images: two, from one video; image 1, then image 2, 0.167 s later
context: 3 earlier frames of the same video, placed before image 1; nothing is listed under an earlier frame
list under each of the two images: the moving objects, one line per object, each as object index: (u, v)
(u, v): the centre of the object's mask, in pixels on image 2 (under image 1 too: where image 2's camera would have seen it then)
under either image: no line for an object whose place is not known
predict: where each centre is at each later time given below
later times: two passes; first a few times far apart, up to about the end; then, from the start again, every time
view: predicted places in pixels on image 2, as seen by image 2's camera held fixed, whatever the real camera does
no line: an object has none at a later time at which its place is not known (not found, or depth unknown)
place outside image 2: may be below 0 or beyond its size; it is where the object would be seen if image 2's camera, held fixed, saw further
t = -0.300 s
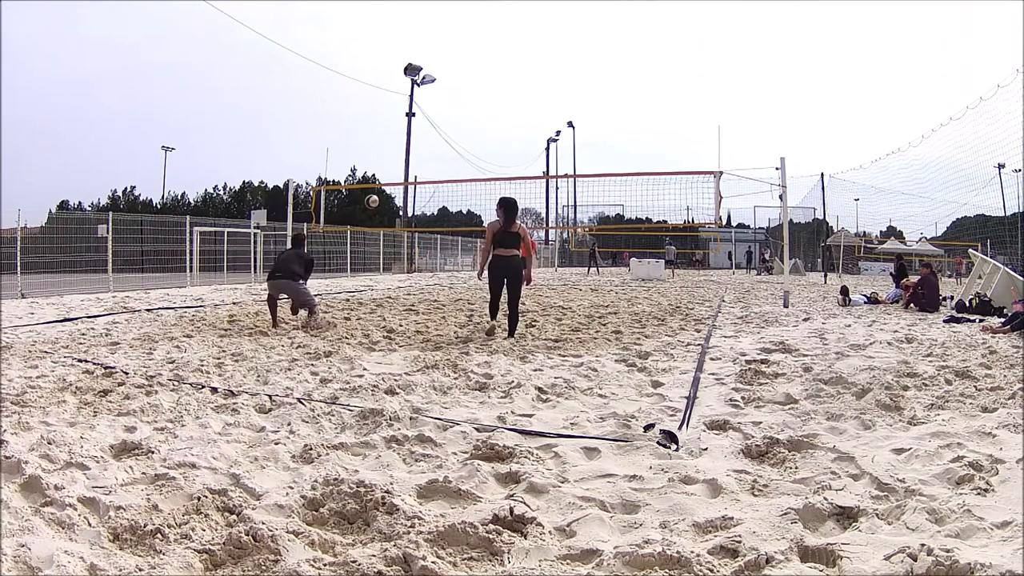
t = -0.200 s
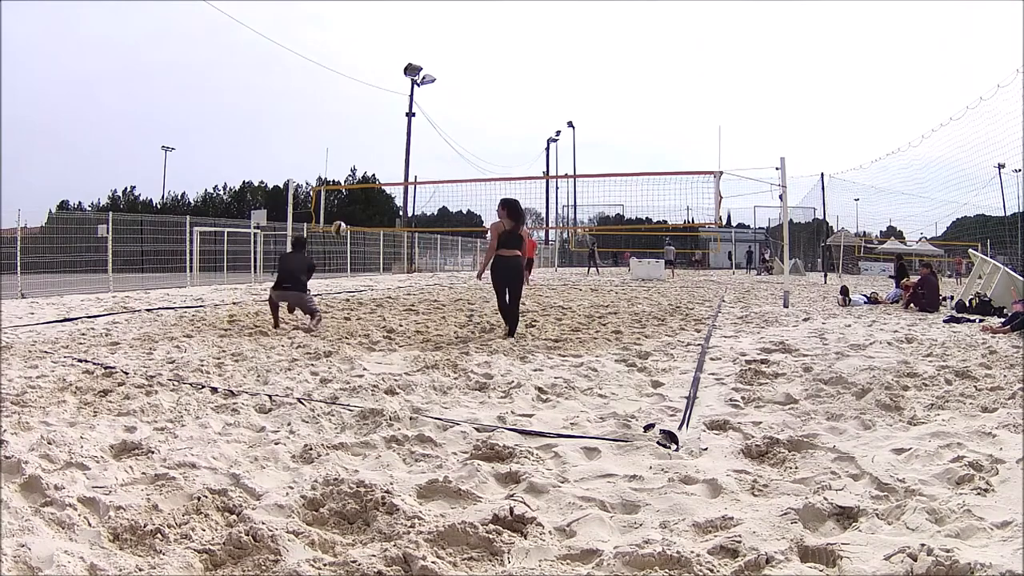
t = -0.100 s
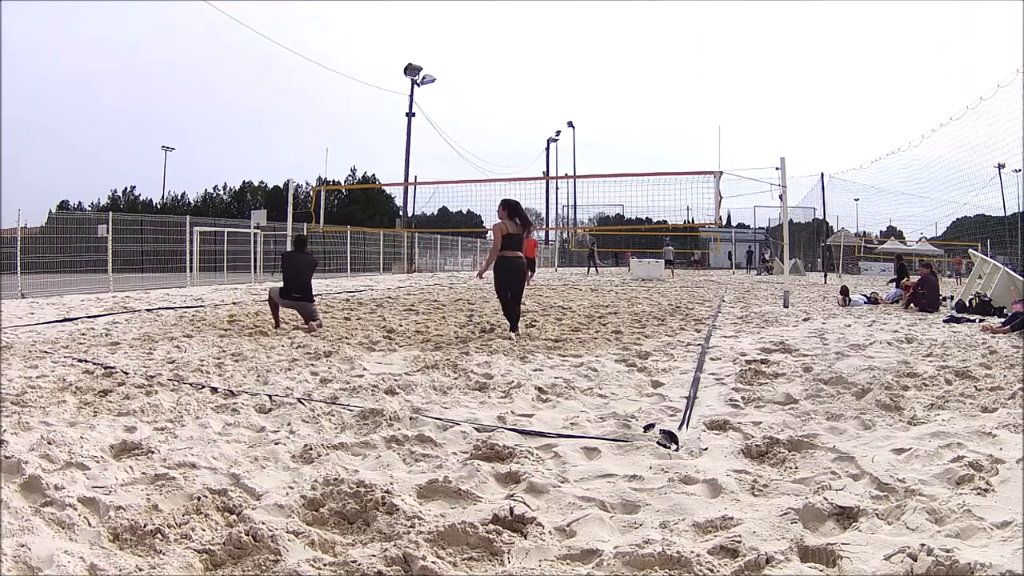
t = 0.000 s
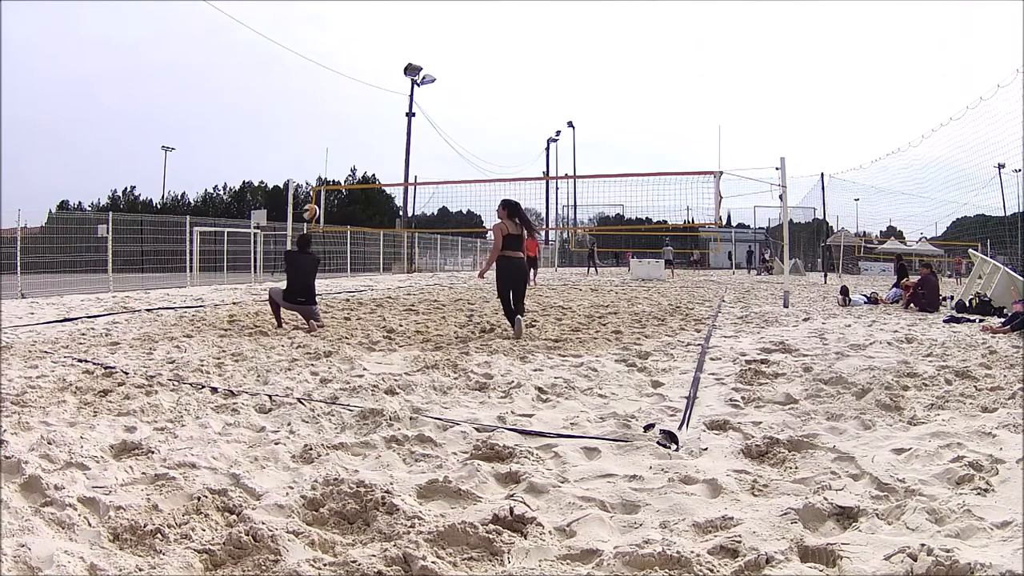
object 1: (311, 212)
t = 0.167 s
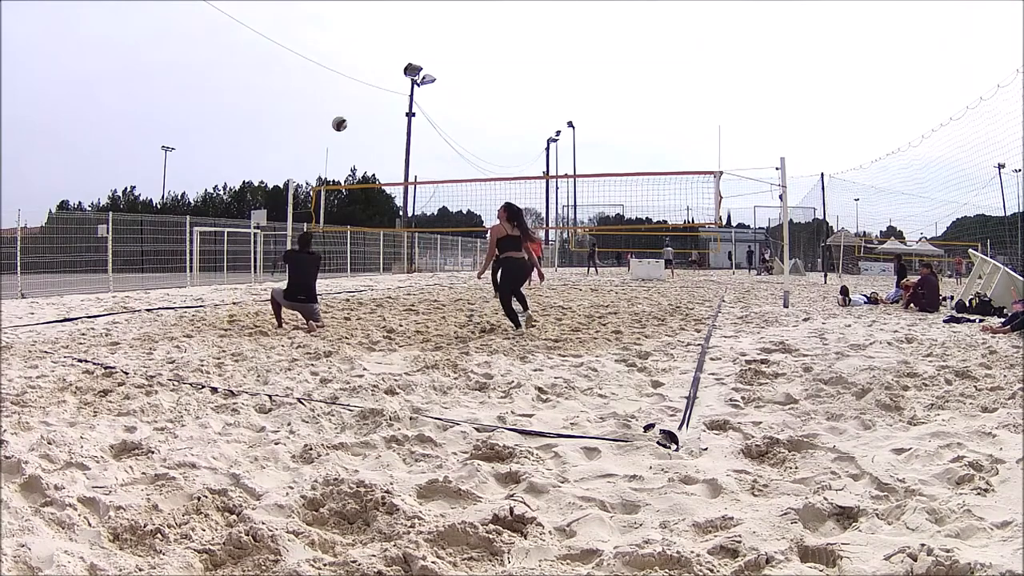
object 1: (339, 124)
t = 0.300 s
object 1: (362, 73)
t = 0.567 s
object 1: (403, 17)
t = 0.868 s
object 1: (442, 8)
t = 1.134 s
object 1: (473, 42)
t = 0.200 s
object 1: (345, 110)
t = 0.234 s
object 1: (351, 96)
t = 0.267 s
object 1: (356, 85)
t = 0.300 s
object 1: (362, 73)
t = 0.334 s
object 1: (367, 63)
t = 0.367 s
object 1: (373, 54)
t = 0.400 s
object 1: (378, 46)
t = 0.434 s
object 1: (383, 38)
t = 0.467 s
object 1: (388, 32)
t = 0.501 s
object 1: (393, 26)
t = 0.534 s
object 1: (398, 21)
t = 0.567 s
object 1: (403, 17)
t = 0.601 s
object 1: (407, 13)
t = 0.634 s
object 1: (412, 10)
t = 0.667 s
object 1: (416, 8)
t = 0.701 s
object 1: (421, 6)
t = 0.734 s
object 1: (425, 6)
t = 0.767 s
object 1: (429, 6)
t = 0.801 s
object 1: (433, 6)
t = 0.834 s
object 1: (437, 6)
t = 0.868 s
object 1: (442, 8)
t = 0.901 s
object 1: (446, 10)
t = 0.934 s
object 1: (450, 13)
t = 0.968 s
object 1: (453, 16)
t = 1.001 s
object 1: (457, 20)
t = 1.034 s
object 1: (461, 25)
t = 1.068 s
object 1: (465, 30)
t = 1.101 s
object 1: (469, 36)
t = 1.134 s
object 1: (473, 42)
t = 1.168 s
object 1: (476, 49)
